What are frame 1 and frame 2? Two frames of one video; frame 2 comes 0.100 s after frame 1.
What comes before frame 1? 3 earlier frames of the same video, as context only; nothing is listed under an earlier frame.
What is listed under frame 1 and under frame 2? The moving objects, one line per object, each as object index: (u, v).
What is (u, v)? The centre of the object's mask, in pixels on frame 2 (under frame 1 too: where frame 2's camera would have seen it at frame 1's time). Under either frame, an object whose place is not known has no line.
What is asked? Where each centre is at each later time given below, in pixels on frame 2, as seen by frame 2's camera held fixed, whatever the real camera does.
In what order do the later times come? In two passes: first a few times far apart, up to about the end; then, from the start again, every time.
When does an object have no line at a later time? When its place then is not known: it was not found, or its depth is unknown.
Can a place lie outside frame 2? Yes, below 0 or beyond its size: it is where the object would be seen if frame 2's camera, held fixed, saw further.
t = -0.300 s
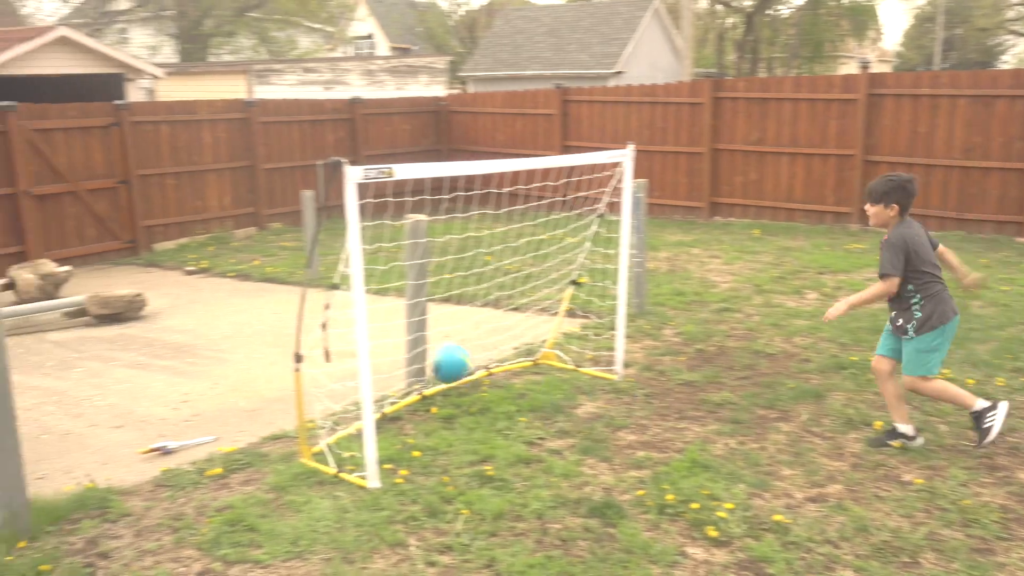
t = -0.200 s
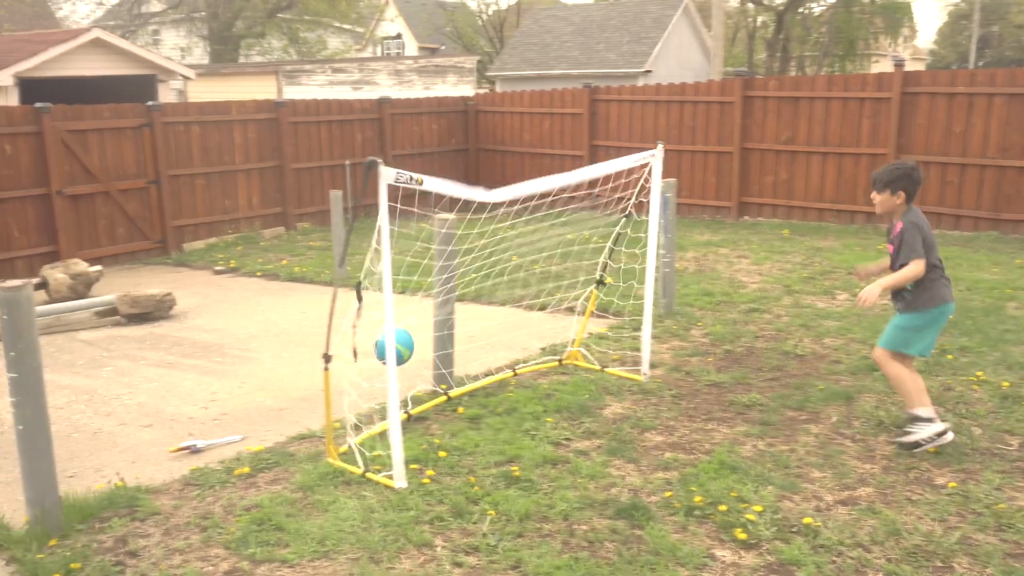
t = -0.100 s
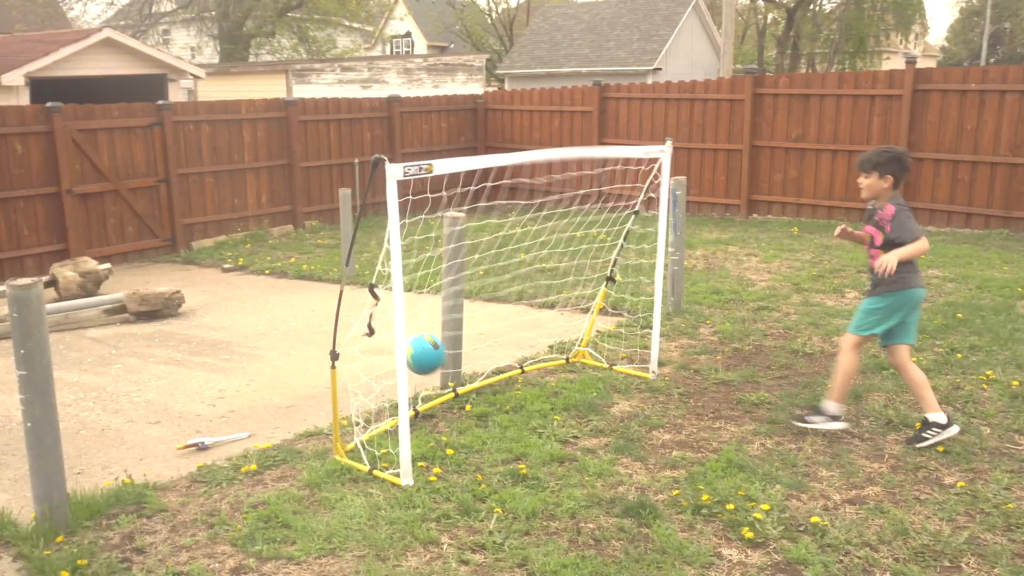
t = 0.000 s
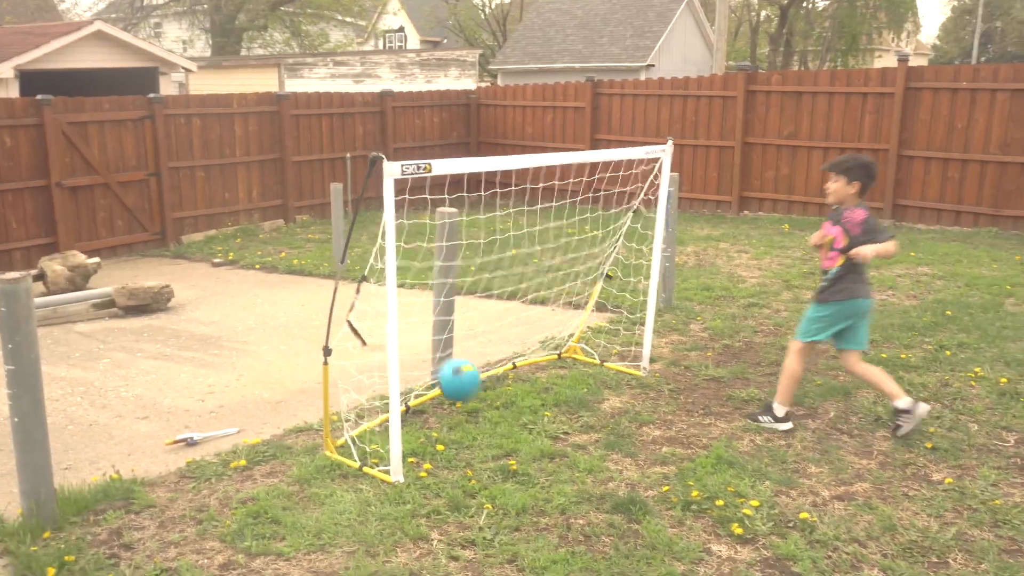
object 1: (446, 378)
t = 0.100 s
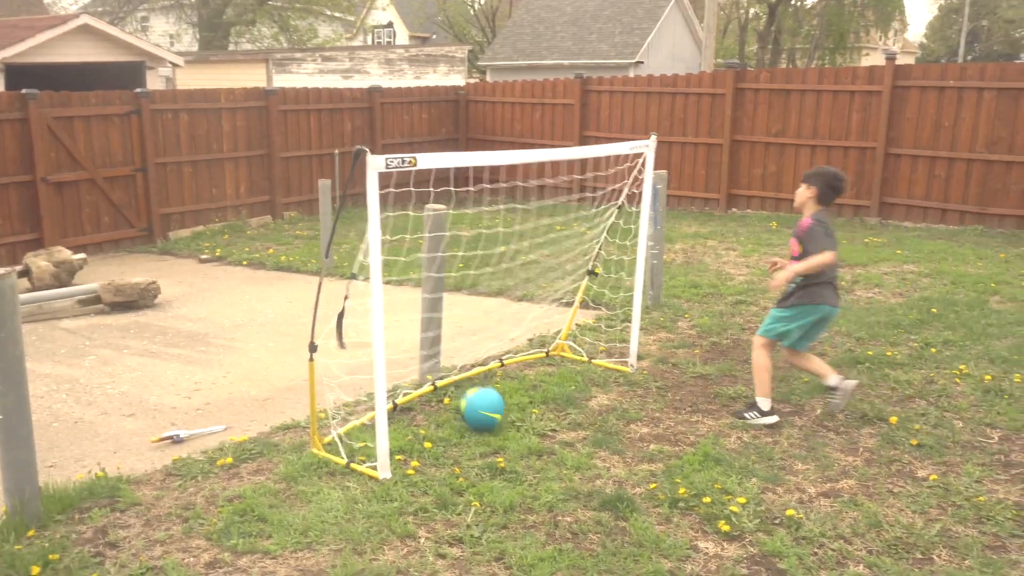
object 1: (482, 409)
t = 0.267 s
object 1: (486, 388)
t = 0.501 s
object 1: (492, 421)
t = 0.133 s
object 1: (483, 400)
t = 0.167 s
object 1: (484, 394)
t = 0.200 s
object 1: (485, 390)
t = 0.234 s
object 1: (486, 388)
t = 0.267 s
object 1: (486, 388)
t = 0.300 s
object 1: (487, 390)
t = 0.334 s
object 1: (488, 395)
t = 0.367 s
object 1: (489, 402)
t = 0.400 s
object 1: (490, 412)
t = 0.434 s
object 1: (490, 424)
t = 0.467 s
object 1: (491, 424)
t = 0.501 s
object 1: (492, 421)
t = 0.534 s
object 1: (493, 419)
